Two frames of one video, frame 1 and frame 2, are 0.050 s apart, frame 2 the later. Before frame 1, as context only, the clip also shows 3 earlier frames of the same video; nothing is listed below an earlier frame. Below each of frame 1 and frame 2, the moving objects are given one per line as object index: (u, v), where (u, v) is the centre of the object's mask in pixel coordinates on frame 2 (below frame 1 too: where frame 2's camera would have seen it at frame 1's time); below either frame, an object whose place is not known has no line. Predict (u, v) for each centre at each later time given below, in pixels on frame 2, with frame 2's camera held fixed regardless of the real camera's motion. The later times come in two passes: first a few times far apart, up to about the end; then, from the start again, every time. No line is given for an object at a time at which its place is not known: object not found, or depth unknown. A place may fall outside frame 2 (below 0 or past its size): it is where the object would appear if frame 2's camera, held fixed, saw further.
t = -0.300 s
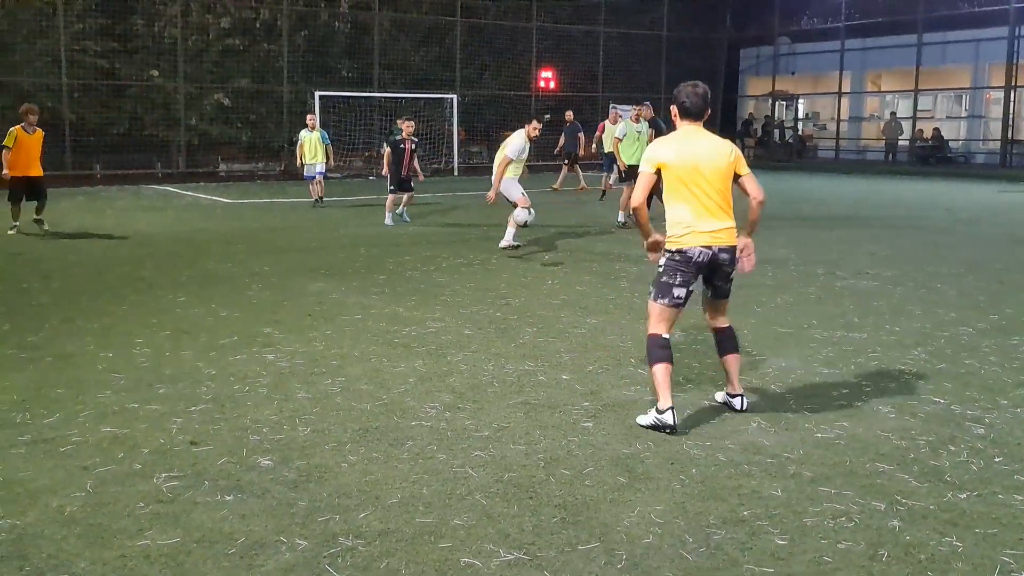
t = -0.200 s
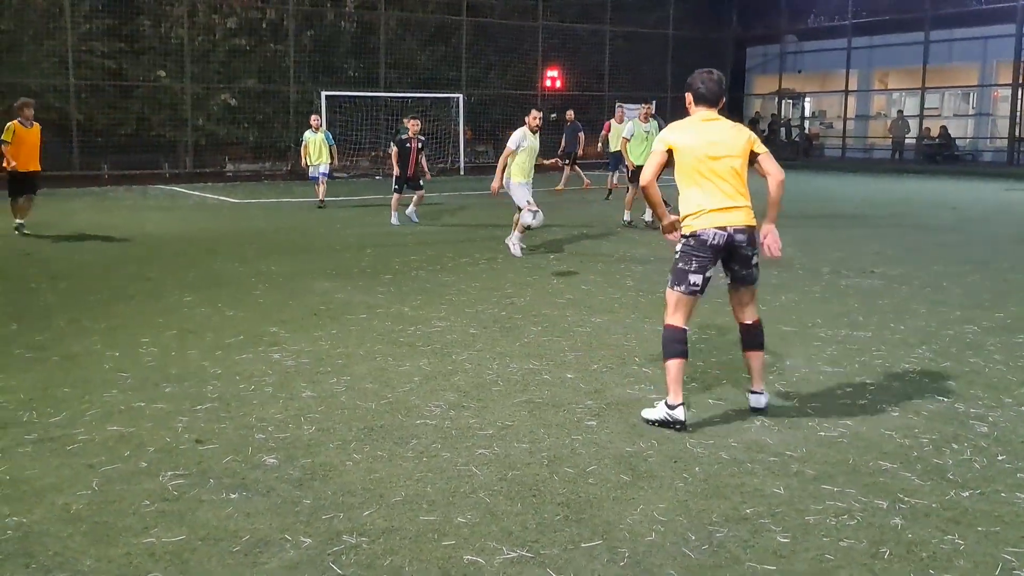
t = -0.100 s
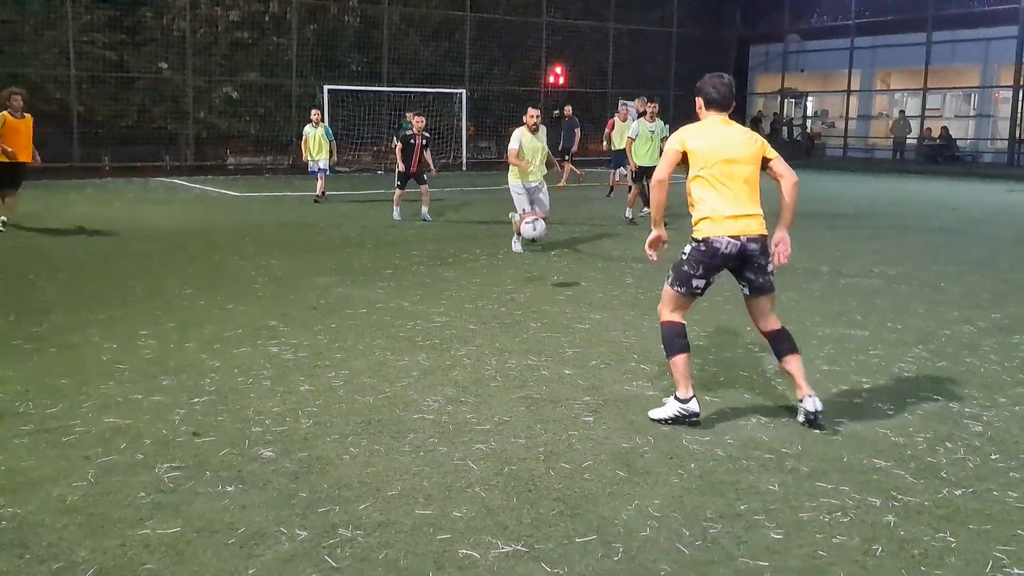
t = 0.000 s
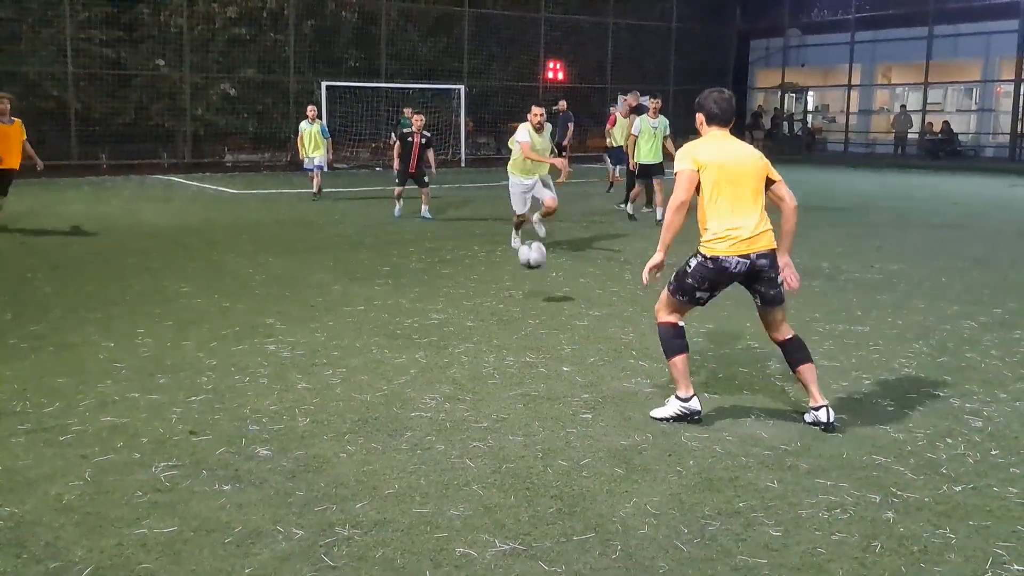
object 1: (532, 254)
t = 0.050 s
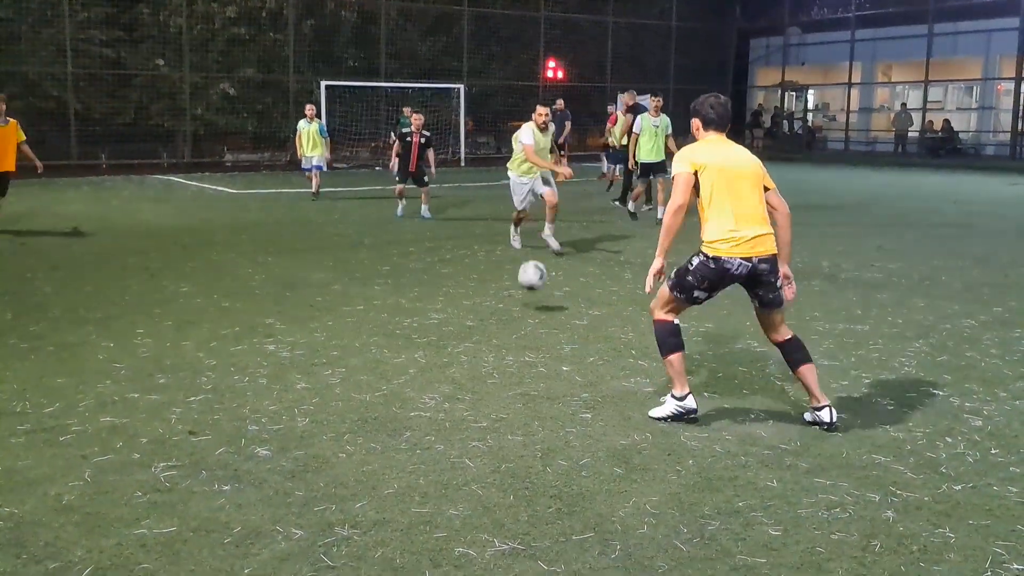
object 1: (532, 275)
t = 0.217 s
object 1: (529, 290)
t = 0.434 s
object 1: (519, 284)
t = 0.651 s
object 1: (508, 364)
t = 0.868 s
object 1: (493, 389)
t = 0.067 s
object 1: (532, 284)
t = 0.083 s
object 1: (532, 293)
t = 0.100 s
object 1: (532, 302)
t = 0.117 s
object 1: (533, 313)
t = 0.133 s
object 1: (532, 309)
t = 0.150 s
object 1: (531, 305)
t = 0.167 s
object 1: (531, 301)
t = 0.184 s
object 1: (530, 297)
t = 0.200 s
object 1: (529, 294)
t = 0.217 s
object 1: (529, 290)
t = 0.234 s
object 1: (528, 287)
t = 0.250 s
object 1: (528, 285)
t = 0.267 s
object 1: (527, 282)
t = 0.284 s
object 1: (526, 281)
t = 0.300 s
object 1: (525, 280)
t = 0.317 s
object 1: (525, 279)
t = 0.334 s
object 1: (524, 278)
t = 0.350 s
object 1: (523, 277)
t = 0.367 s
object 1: (523, 278)
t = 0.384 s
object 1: (522, 278)
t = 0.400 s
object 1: (521, 280)
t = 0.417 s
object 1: (520, 282)
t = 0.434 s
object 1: (519, 284)
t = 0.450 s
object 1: (518, 286)
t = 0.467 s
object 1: (517, 290)
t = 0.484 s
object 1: (517, 293)
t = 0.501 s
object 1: (516, 297)
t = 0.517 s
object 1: (515, 302)
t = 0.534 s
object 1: (515, 308)
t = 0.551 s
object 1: (513, 314)
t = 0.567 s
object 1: (512, 322)
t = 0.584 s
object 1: (511, 329)
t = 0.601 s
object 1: (510, 336)
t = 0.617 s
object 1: (509, 345)
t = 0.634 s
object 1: (509, 355)
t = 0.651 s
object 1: (508, 364)
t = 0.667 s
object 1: (506, 376)
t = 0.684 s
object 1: (506, 391)
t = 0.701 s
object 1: (504, 397)
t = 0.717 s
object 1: (503, 392)
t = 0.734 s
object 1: (501, 389)
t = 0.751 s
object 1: (500, 387)
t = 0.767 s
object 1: (500, 386)
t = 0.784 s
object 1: (499, 385)
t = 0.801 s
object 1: (497, 385)
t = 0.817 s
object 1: (496, 385)
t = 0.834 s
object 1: (495, 386)
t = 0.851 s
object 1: (494, 387)
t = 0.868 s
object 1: (493, 389)
